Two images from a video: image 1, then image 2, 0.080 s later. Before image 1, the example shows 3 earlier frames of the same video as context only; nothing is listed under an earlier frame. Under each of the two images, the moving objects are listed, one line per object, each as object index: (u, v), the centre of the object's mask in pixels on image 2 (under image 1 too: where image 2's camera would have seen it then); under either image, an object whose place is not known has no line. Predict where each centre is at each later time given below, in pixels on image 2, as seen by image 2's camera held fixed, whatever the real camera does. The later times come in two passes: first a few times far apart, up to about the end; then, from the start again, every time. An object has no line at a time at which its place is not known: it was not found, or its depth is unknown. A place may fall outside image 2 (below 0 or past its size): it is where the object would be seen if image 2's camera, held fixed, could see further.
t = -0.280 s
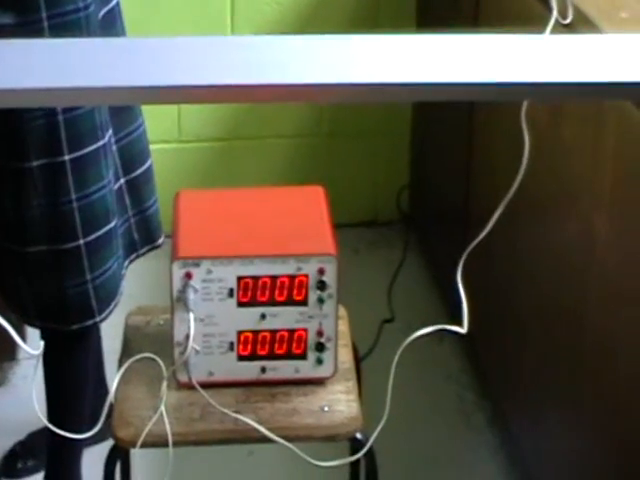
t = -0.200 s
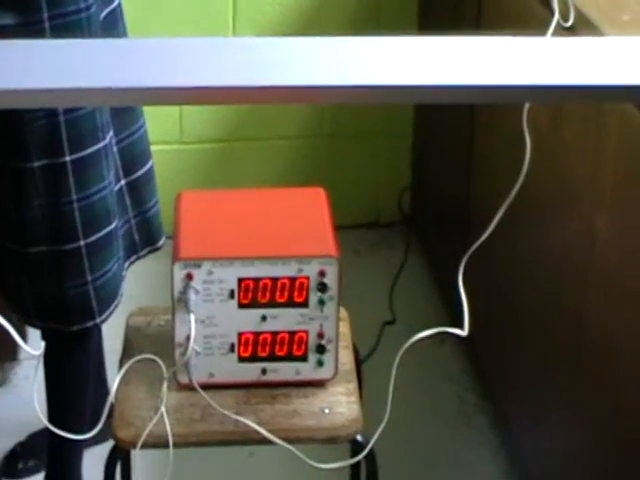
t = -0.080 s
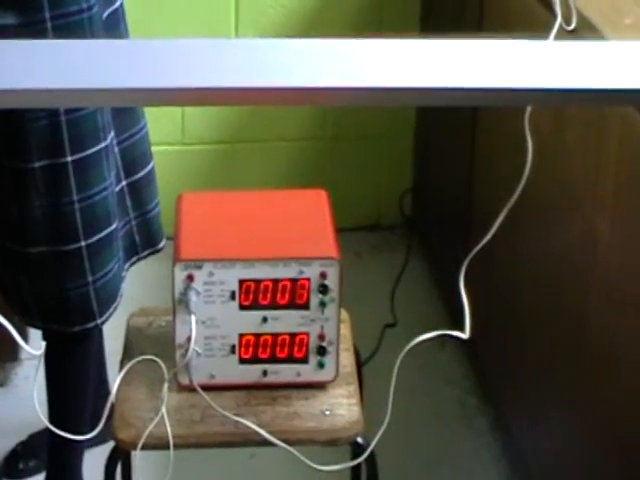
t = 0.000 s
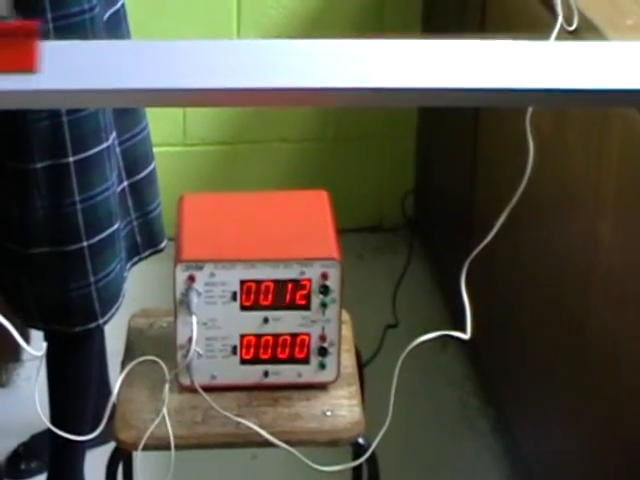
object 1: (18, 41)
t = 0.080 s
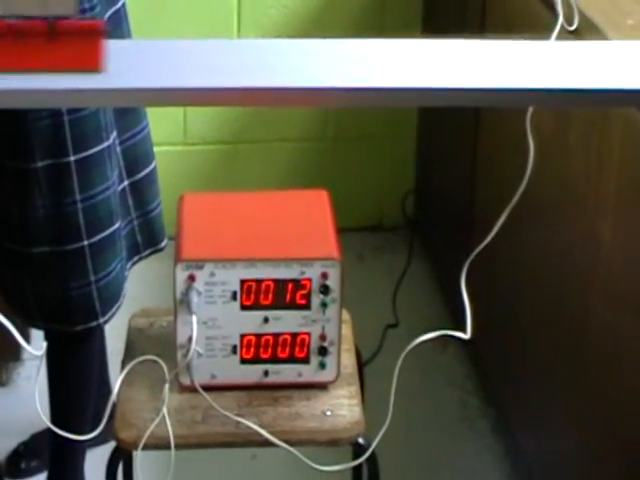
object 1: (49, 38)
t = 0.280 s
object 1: (184, 39)
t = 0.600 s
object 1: (427, 39)
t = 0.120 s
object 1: (65, 38)
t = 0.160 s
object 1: (88, 39)
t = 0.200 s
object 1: (121, 39)
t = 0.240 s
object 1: (152, 40)
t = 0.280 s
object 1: (184, 39)
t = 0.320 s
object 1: (215, 39)
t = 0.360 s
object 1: (246, 39)
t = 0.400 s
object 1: (276, 40)
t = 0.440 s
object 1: (306, 40)
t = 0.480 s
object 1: (337, 39)
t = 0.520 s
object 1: (367, 39)
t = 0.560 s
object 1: (397, 39)
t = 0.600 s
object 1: (427, 39)
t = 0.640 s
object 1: (456, 39)
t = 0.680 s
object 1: (485, 38)
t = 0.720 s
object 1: (513, 39)
